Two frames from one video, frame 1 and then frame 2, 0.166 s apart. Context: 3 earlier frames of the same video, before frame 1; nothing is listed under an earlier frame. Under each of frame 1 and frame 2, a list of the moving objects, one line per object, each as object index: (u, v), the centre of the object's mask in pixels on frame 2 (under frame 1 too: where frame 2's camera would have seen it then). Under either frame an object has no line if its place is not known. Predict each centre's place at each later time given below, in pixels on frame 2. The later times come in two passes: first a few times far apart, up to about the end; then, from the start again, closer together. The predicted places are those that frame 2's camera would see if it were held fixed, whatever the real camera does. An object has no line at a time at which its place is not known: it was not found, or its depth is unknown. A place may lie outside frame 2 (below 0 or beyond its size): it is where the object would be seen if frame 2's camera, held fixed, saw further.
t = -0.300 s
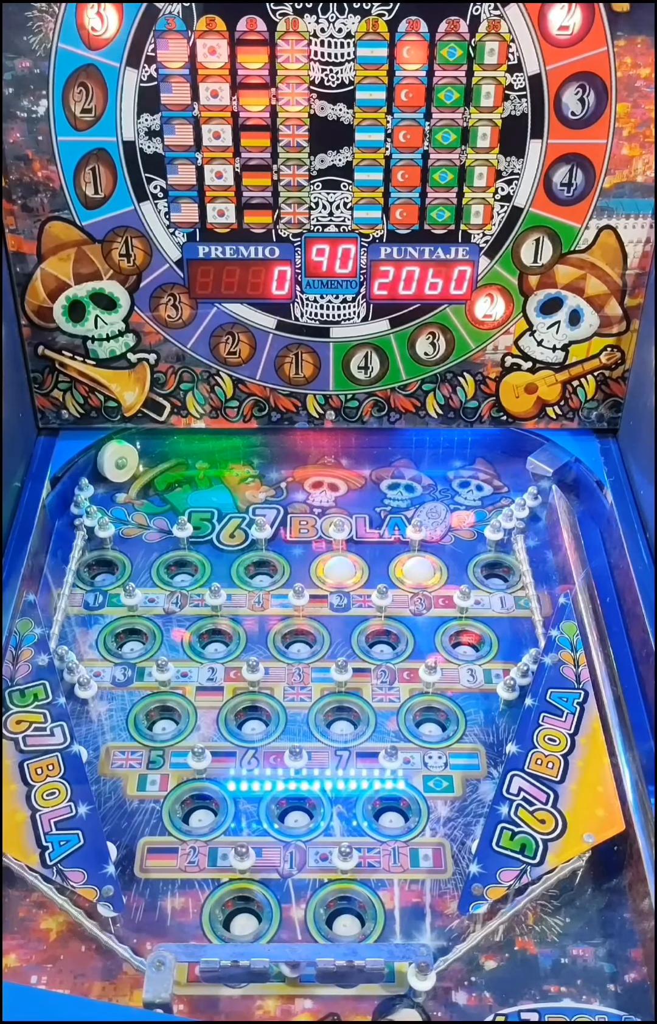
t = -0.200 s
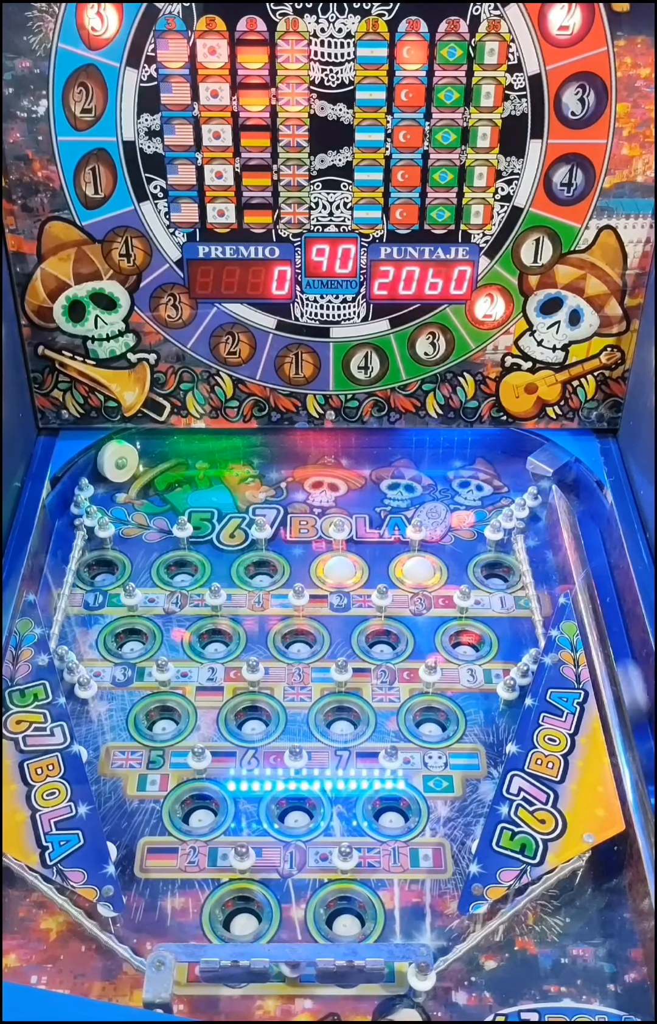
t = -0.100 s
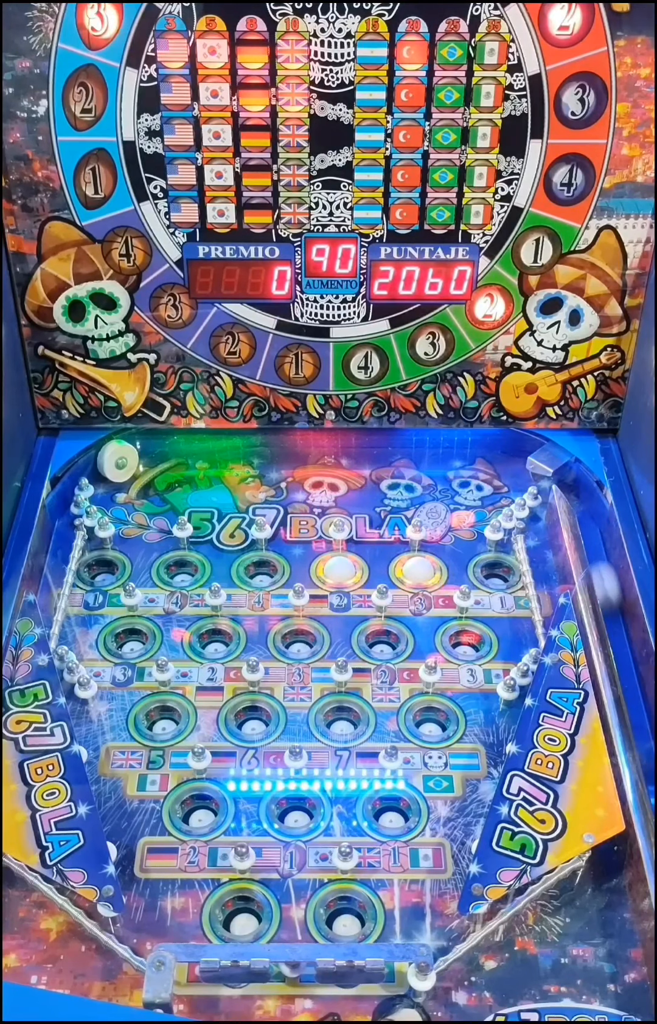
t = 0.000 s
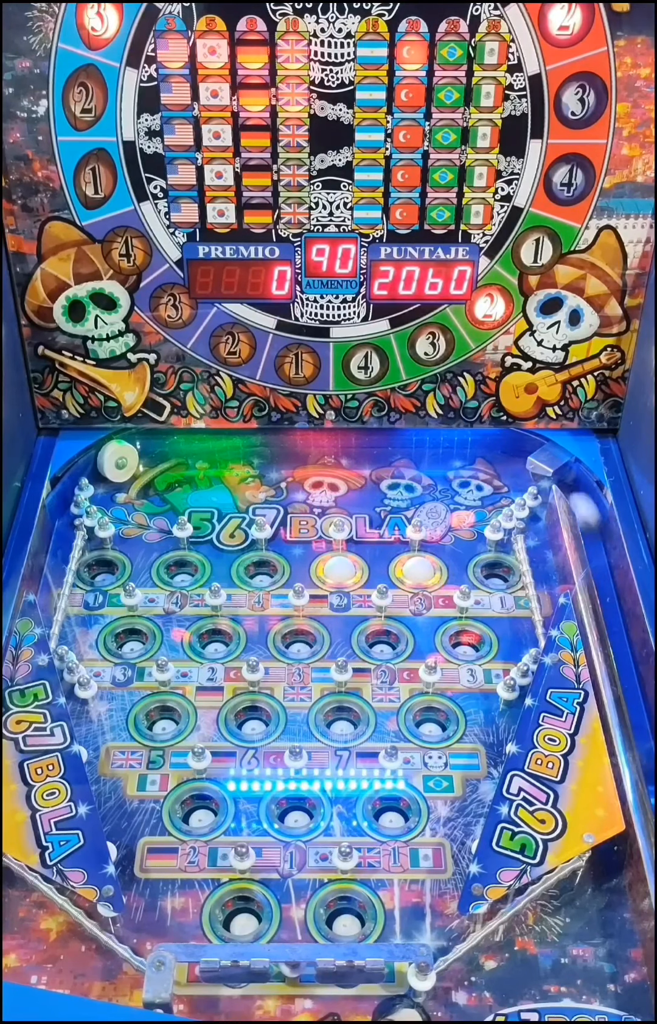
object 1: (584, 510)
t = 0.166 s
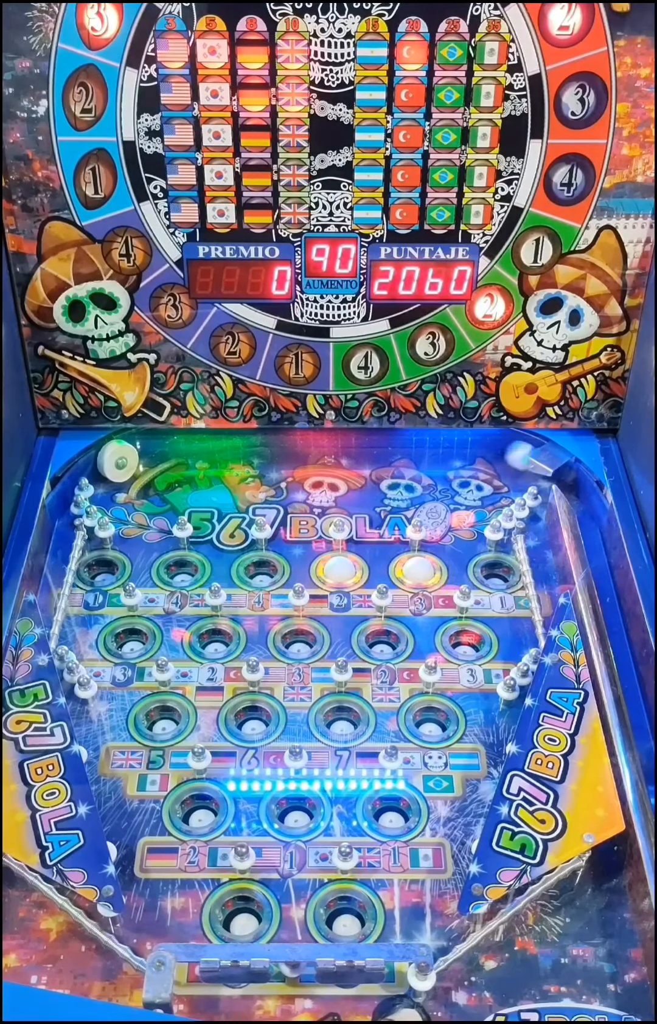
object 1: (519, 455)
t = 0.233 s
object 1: (497, 449)
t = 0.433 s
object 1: (421, 455)
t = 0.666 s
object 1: (333, 509)
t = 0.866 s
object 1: (286, 495)
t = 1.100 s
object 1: (221, 529)
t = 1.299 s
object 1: (166, 562)
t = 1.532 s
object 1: (175, 570)
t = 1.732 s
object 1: (180, 596)
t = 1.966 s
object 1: (203, 634)
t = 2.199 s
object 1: (189, 637)
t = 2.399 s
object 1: (216, 667)
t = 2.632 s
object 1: (222, 704)
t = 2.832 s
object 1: (256, 809)
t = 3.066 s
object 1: (343, 776)
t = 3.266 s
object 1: (370, 732)
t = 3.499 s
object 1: (389, 729)
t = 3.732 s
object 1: (409, 737)
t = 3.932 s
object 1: (444, 777)
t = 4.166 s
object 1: (436, 791)
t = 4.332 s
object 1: (404, 789)
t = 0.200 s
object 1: (509, 452)
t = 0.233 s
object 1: (497, 449)
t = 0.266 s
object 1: (484, 448)
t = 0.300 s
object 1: (472, 448)
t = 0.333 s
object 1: (459, 448)
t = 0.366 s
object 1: (447, 450)
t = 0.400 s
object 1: (434, 452)
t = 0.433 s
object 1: (421, 455)
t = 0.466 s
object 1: (409, 461)
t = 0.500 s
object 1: (397, 466)
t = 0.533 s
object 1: (384, 473)
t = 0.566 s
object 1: (371, 481)
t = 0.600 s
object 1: (359, 491)
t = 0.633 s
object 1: (347, 500)
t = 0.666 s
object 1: (333, 509)
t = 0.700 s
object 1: (327, 506)
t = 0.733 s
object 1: (321, 502)
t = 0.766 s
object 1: (312, 499)
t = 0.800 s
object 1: (303, 497)
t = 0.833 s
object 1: (294, 496)
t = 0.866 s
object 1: (286, 495)
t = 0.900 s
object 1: (278, 496)
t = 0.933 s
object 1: (269, 498)
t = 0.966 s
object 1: (259, 502)
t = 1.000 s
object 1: (250, 506)
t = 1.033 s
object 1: (241, 512)
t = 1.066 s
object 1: (231, 520)
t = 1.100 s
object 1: (221, 529)
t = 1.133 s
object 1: (210, 539)
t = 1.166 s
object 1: (199, 551)
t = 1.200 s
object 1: (186, 563)
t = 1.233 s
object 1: (167, 574)
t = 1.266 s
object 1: (157, 574)
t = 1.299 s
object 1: (166, 562)
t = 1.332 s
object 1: (177, 559)
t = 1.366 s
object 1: (181, 564)
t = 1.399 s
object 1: (175, 566)
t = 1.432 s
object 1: (174, 568)
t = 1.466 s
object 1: (174, 569)
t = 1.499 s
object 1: (174, 570)
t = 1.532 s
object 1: (175, 570)
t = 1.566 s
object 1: (176, 572)
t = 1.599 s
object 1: (177, 573)
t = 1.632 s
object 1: (178, 577)
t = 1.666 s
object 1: (179, 582)
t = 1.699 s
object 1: (180, 589)
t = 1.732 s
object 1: (180, 596)
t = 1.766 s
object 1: (180, 606)
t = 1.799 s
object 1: (179, 615)
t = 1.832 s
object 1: (179, 629)
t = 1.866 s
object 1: (178, 643)
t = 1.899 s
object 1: (183, 643)
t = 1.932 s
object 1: (192, 637)
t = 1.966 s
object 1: (203, 634)
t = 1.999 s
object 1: (215, 634)
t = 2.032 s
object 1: (209, 626)
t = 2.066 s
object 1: (199, 623)
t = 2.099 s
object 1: (193, 625)
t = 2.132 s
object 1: (191, 628)
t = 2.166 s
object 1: (190, 631)
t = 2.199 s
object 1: (189, 637)
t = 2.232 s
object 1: (187, 644)
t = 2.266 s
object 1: (185, 651)
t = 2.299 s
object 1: (197, 657)
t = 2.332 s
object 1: (211, 662)
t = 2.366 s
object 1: (221, 666)
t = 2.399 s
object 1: (216, 667)
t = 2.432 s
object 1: (205, 670)
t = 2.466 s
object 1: (194, 674)
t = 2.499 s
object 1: (197, 676)
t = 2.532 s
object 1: (205, 680)
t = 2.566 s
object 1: (211, 686)
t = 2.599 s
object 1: (216, 695)
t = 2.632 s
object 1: (222, 704)
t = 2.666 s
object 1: (227, 715)
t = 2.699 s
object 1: (233, 728)
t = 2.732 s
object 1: (239, 745)
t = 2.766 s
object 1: (244, 758)
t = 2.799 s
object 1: (250, 779)
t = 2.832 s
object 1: (256, 809)
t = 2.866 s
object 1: (261, 825)
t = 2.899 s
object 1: (284, 830)
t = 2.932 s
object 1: (307, 831)
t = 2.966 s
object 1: (327, 824)
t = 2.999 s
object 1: (332, 807)
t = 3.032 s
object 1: (339, 792)
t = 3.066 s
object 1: (343, 776)
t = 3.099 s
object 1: (349, 762)
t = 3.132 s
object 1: (355, 754)
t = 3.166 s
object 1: (360, 748)
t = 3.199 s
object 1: (364, 742)
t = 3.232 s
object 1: (367, 736)
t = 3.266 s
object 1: (370, 732)
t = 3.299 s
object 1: (373, 730)
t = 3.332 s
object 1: (376, 729)
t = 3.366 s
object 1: (378, 730)
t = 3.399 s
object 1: (381, 731)
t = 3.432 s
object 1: (384, 730)
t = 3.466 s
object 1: (386, 729)
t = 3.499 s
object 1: (389, 729)
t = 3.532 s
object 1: (391, 730)
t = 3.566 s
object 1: (394, 731)
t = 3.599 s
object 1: (396, 731)
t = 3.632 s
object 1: (399, 730)
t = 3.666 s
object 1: (401, 732)
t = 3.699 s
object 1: (405, 735)
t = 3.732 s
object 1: (409, 737)
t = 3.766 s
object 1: (414, 739)
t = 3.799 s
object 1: (420, 742)
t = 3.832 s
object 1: (425, 747)
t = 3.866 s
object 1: (431, 755)
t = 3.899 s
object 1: (437, 765)
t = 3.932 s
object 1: (444, 777)
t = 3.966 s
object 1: (450, 790)
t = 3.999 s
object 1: (456, 804)
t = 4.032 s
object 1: (461, 820)
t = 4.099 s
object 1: (452, 808)
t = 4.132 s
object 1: (445, 799)
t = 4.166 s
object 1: (436, 791)
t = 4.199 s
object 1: (428, 786)
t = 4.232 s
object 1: (422, 783)
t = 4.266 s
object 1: (414, 781)
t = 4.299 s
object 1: (408, 782)
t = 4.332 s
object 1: (404, 789)
